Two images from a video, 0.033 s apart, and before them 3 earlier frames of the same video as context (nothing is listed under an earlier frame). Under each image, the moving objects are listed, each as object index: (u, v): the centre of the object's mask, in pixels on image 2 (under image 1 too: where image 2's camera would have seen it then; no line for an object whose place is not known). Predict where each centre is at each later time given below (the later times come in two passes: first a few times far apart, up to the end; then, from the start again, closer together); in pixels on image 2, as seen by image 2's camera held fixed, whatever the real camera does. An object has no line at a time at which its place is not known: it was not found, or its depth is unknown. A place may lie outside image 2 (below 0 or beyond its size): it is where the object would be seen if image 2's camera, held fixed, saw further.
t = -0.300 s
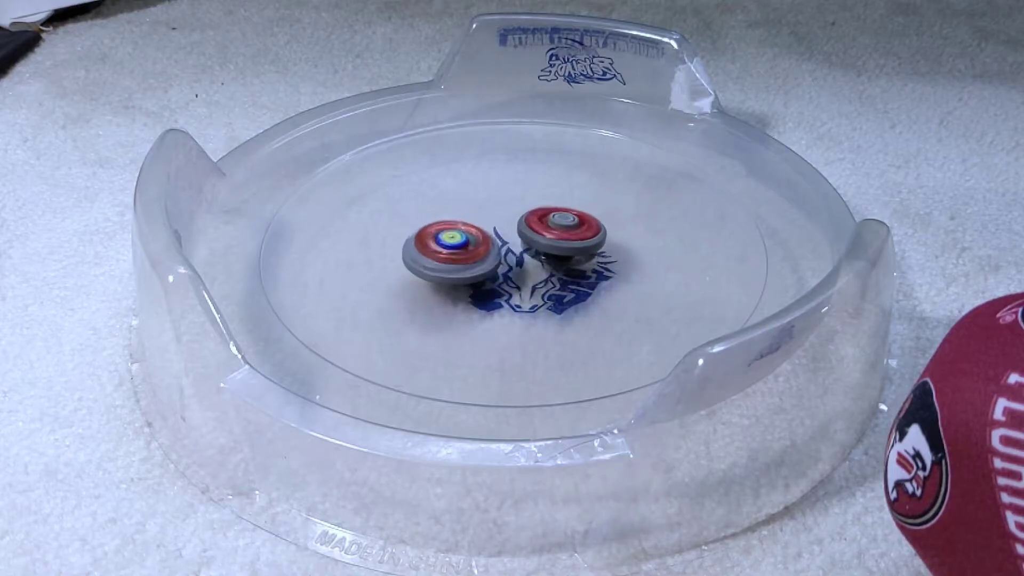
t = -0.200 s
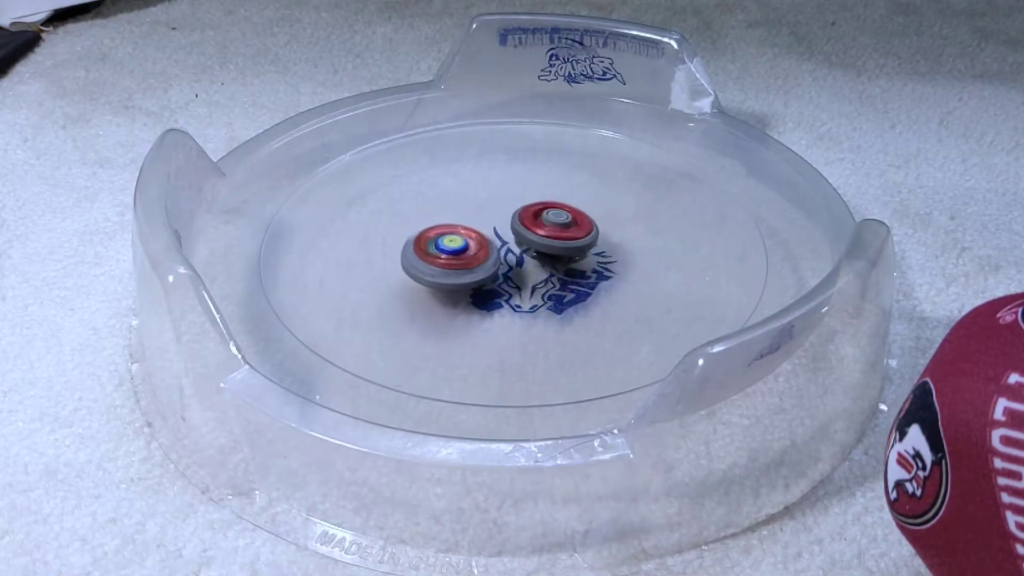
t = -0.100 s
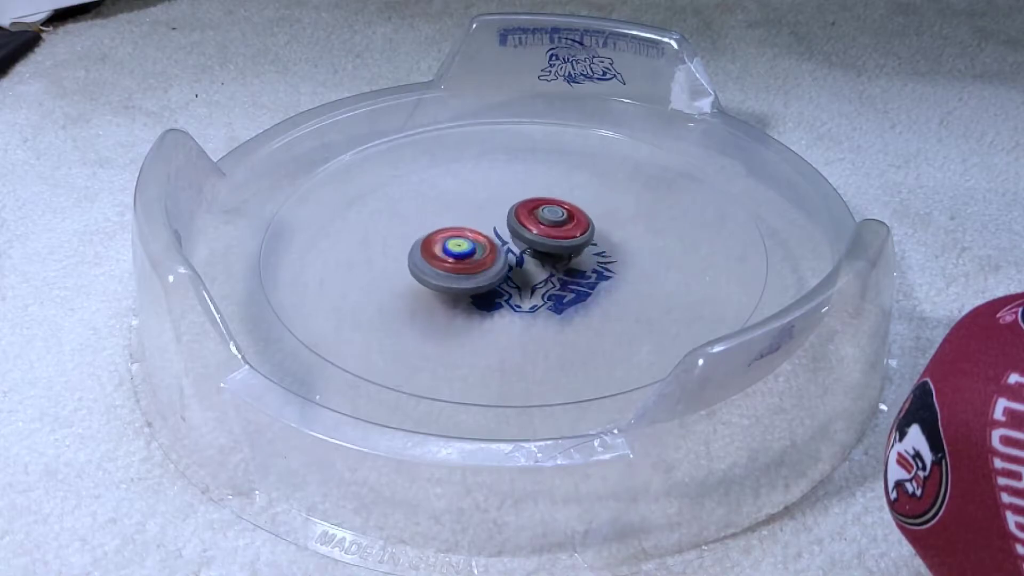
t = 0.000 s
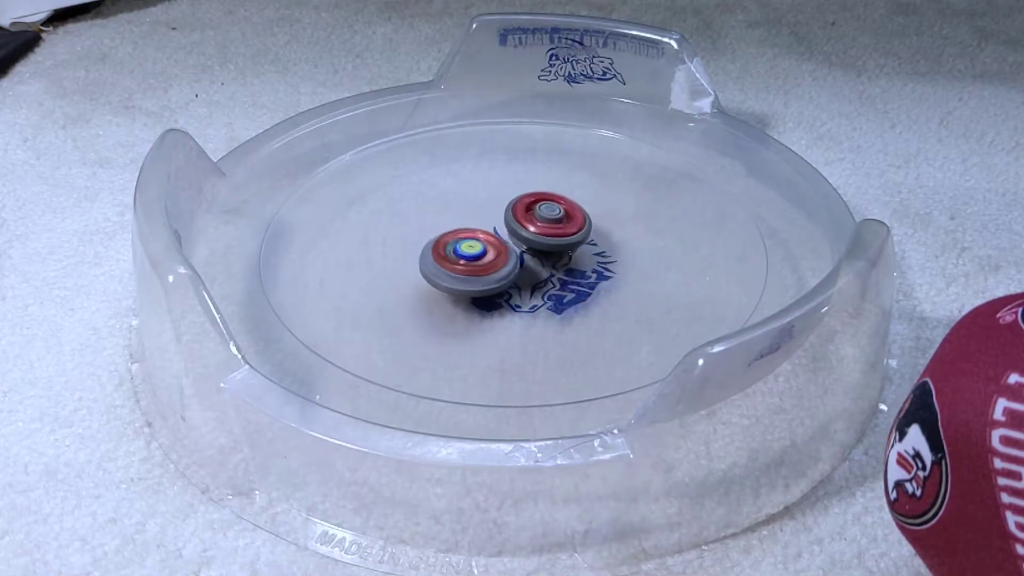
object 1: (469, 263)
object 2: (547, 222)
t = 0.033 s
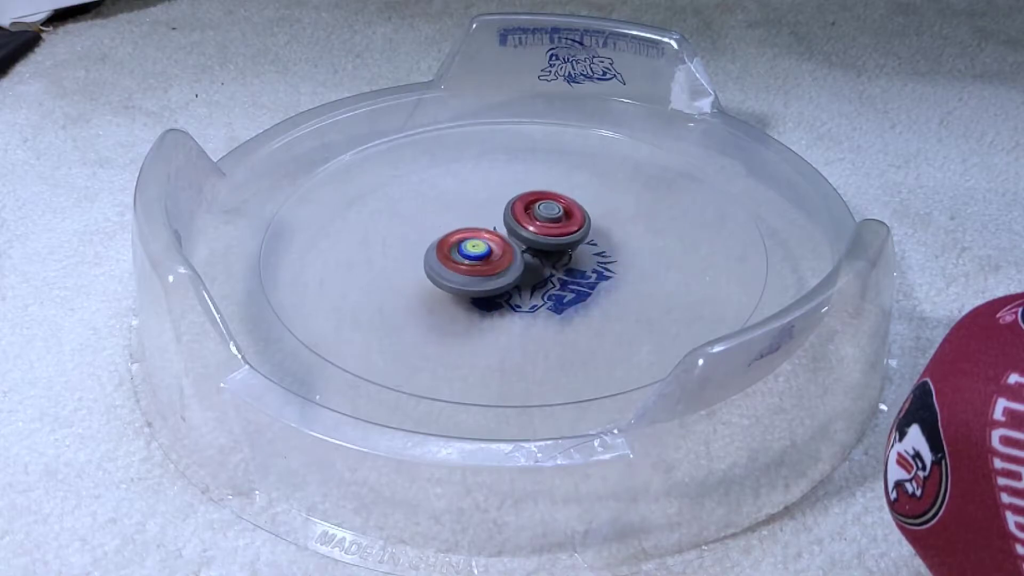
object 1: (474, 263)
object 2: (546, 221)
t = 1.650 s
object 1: (472, 252)
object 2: (535, 210)
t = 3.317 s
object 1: (528, 280)
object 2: (475, 224)
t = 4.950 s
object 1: (457, 215)
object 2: (476, 271)
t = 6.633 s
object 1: (463, 250)
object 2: (559, 237)
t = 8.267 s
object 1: (478, 234)
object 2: (551, 263)
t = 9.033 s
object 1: (486, 217)
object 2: (489, 275)
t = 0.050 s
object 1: (476, 262)
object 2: (546, 221)
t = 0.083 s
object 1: (477, 263)
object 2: (549, 218)
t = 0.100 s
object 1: (476, 264)
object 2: (551, 217)
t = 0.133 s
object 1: (480, 264)
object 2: (553, 216)
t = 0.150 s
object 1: (482, 264)
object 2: (554, 216)
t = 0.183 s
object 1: (486, 264)
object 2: (554, 214)
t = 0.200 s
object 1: (488, 264)
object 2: (554, 214)
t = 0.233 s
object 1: (493, 264)
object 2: (555, 214)
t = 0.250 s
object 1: (496, 263)
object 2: (555, 213)
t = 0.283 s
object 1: (499, 263)
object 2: (556, 213)
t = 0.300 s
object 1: (501, 263)
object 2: (557, 213)
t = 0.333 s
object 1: (502, 263)
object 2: (559, 211)
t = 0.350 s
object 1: (503, 263)
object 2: (561, 211)
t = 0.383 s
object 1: (506, 263)
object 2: (563, 210)
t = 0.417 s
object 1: (509, 263)
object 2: (563, 211)
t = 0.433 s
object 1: (511, 262)
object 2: (563, 212)
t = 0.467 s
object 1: (513, 263)
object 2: (566, 211)
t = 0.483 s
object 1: (514, 263)
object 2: (567, 210)
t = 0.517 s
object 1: (516, 263)
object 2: (568, 211)
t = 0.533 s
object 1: (517, 263)
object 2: (569, 211)
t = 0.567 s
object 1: (519, 263)
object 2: (570, 211)
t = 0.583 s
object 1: (519, 263)
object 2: (570, 210)
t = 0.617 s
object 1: (520, 263)
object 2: (571, 211)
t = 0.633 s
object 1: (521, 264)
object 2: (572, 211)
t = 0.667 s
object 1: (521, 264)
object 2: (573, 211)
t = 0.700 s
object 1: (522, 264)
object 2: (573, 212)
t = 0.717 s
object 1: (522, 264)
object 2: (574, 212)
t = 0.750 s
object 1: (523, 264)
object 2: (574, 212)
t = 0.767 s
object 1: (522, 264)
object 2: (575, 213)
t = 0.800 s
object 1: (520, 266)
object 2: (577, 212)
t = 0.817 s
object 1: (518, 266)
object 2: (578, 212)
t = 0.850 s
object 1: (517, 266)
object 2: (577, 213)
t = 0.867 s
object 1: (517, 266)
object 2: (577, 213)
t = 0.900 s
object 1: (516, 265)
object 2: (575, 214)
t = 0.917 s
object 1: (516, 265)
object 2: (575, 215)
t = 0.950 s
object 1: (515, 264)
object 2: (573, 215)
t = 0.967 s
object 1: (514, 264)
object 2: (571, 213)
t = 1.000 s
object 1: (512, 264)
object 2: (572, 213)
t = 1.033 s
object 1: (510, 264)
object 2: (572, 213)
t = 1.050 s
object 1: (508, 263)
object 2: (570, 213)
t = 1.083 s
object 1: (506, 263)
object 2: (567, 213)
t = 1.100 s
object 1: (505, 262)
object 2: (566, 213)
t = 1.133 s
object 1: (502, 261)
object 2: (564, 215)
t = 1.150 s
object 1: (502, 261)
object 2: (563, 214)
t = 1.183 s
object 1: (499, 260)
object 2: (560, 214)
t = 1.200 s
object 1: (499, 259)
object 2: (559, 214)
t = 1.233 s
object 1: (497, 259)
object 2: (557, 214)
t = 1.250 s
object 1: (495, 259)
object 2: (557, 214)
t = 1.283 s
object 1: (491, 259)
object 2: (556, 213)
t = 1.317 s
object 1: (489, 258)
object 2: (553, 213)
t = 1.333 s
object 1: (488, 258)
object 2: (552, 214)
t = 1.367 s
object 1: (486, 257)
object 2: (549, 213)
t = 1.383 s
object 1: (485, 257)
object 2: (548, 212)
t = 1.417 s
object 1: (484, 256)
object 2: (546, 212)
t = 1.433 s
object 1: (482, 255)
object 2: (545, 212)
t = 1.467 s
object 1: (481, 255)
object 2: (544, 212)
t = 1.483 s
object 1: (480, 254)
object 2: (543, 211)
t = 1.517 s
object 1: (477, 254)
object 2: (541, 211)
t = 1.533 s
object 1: (477, 253)
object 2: (540, 211)
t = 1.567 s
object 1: (476, 253)
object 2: (538, 210)
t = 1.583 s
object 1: (474, 253)
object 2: (538, 210)
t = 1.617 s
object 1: (473, 252)
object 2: (537, 209)
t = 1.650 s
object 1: (472, 252)
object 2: (535, 210)
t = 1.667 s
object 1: (472, 252)
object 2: (535, 210)
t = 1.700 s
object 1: (472, 251)
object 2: (534, 209)
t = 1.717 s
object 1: (471, 252)
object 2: (533, 208)
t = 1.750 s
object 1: (470, 252)
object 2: (534, 206)
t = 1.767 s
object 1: (470, 252)
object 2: (534, 205)
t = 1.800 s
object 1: (471, 251)
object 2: (534, 205)
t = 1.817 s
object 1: (471, 251)
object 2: (534, 205)
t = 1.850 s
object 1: (474, 251)
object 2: (534, 204)
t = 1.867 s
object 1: (474, 251)
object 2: (534, 204)
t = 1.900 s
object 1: (477, 250)
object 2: (535, 203)
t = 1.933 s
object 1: (478, 251)
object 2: (537, 202)
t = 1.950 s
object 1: (478, 251)
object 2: (539, 203)
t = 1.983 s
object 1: (481, 251)
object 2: (539, 203)
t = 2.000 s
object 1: (482, 251)
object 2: (540, 204)
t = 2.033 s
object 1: (484, 252)
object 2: (541, 204)
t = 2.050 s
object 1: (485, 252)
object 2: (541, 204)
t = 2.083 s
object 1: (486, 253)
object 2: (543, 204)
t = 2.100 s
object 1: (488, 254)
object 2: (543, 205)
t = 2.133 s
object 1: (487, 256)
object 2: (545, 205)
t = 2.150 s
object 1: (488, 257)
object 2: (546, 205)
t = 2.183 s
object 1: (490, 257)
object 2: (547, 206)
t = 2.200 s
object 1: (492, 258)
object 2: (547, 207)
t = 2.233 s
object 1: (494, 259)
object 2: (546, 207)
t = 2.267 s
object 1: (496, 261)
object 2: (548, 207)
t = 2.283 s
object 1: (497, 262)
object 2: (549, 209)
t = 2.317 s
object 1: (499, 262)
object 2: (547, 209)
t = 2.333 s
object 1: (500, 264)
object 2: (547, 209)
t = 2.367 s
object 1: (501, 265)
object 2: (548, 211)
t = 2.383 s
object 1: (503, 265)
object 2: (548, 212)
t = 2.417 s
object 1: (505, 266)
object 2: (545, 210)
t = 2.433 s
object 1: (506, 267)
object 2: (546, 211)
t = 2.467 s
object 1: (505, 270)
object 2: (547, 212)
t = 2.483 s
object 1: (497, 275)
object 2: (555, 202)
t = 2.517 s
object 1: (480, 289)
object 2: (569, 187)
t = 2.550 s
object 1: (463, 296)
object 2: (580, 177)
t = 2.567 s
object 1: (457, 299)
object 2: (584, 174)
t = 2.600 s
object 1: (447, 300)
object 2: (588, 170)
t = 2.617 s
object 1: (444, 301)
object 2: (589, 169)
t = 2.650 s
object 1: (443, 300)
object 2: (587, 169)
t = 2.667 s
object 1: (445, 300)
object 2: (585, 169)
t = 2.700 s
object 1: (448, 302)
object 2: (582, 170)
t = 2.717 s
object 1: (449, 303)
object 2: (581, 171)
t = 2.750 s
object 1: (453, 305)
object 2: (578, 172)
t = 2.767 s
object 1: (454, 305)
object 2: (577, 173)
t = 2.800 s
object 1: (459, 307)
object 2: (574, 174)
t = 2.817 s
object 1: (462, 305)
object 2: (573, 174)
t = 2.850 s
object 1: (467, 306)
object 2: (570, 175)
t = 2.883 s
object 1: (472, 306)
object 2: (567, 176)
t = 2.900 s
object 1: (474, 306)
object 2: (566, 176)
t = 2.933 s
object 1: (479, 305)
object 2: (564, 177)
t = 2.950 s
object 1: (482, 306)
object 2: (563, 178)
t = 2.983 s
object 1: (487, 304)
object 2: (560, 179)
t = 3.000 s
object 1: (489, 304)
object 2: (558, 179)
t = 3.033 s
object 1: (494, 301)
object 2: (552, 181)
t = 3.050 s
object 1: (497, 301)
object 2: (550, 183)
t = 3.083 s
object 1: (502, 299)
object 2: (544, 187)
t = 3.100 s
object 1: (504, 298)
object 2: (540, 190)
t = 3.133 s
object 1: (508, 295)
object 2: (532, 194)
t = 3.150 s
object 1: (510, 294)
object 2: (526, 197)
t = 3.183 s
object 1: (515, 291)
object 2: (516, 203)
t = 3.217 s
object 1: (518, 288)
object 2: (504, 208)
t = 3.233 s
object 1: (520, 287)
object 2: (499, 212)
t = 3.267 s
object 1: (523, 284)
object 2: (488, 218)
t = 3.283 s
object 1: (524, 283)
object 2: (483, 220)
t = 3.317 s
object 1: (528, 280)
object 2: (475, 224)
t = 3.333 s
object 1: (539, 277)
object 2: (470, 226)
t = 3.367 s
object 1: (545, 274)
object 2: (464, 229)
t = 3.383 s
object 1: (547, 272)
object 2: (460, 231)
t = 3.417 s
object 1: (552, 268)
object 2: (456, 233)
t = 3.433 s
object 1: (555, 266)
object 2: (453, 234)
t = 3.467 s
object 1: (560, 263)
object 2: (451, 236)
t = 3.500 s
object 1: (564, 259)
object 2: (449, 235)
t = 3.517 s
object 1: (567, 257)
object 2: (449, 235)
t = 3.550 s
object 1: (570, 253)
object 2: (448, 235)
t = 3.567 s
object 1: (573, 251)
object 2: (448, 236)
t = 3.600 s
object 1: (576, 247)
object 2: (448, 236)
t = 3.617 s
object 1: (579, 246)
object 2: (447, 237)
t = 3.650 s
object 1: (582, 242)
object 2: (447, 237)
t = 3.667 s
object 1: (584, 240)
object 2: (446, 236)
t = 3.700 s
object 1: (587, 237)
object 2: (447, 236)
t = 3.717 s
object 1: (588, 235)
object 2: (446, 238)
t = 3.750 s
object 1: (590, 232)
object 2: (447, 238)
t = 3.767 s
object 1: (591, 232)
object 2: (447, 237)
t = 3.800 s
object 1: (592, 230)
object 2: (448, 238)
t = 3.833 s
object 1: (594, 226)
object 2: (448, 238)
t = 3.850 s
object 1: (594, 225)
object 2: (449, 239)
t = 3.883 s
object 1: (595, 223)
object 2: (450, 239)
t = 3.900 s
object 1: (595, 221)
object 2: (450, 240)
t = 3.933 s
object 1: (595, 219)
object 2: (451, 240)
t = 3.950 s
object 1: (595, 219)
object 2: (452, 241)
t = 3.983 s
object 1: (593, 218)
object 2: (454, 241)
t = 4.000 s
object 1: (593, 217)
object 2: (456, 242)
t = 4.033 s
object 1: (590, 216)
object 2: (461, 244)
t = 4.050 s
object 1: (589, 215)
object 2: (463, 245)
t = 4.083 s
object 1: (585, 215)
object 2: (469, 247)
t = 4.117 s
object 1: (581, 216)
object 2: (475, 249)
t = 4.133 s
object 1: (578, 216)
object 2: (478, 251)
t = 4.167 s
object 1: (574, 216)
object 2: (484, 254)
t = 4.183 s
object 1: (571, 217)
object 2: (486, 255)
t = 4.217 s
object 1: (567, 217)
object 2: (492, 258)
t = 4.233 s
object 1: (565, 217)
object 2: (494, 259)
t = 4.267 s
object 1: (561, 218)
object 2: (498, 262)
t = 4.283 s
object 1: (559, 218)
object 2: (499, 263)
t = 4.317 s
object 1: (553, 219)
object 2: (501, 265)
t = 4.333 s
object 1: (551, 219)
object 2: (502, 265)
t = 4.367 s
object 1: (544, 221)
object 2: (502, 267)
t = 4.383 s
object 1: (541, 221)
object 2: (503, 268)
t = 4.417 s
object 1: (536, 223)
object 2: (500, 269)
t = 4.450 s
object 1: (530, 224)
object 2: (498, 271)
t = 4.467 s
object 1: (526, 225)
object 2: (497, 272)
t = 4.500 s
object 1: (520, 226)
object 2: (494, 273)
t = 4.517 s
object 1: (517, 227)
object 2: (493, 273)
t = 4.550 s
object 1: (510, 227)
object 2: (489, 274)
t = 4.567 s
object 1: (507, 228)
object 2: (487, 274)
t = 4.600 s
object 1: (501, 229)
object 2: (484, 274)
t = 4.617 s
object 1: (499, 229)
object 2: (482, 274)
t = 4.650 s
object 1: (492, 229)
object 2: (479, 274)
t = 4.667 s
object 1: (491, 229)
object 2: (478, 275)
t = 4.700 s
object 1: (487, 225)
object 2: (474, 278)
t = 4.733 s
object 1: (482, 223)
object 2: (474, 278)
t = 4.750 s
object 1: (480, 223)
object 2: (473, 278)
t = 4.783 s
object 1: (475, 222)
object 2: (474, 277)
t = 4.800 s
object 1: (473, 221)
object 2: (473, 277)
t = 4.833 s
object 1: (469, 220)
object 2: (475, 277)
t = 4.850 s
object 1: (467, 219)
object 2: (475, 277)
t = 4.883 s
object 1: (463, 218)
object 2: (475, 276)
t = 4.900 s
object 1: (461, 217)
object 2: (475, 276)
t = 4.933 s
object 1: (459, 215)
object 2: (475, 273)
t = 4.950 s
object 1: (457, 215)
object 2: (476, 271)
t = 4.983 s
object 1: (454, 213)
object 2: (477, 269)
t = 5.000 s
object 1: (452, 212)
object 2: (478, 265)
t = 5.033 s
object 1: (449, 210)
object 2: (481, 261)
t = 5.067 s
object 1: (446, 209)
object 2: (487, 259)
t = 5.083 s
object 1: (446, 209)
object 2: (490, 262)
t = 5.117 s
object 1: (446, 210)
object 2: (498, 262)
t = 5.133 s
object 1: (446, 212)
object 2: (500, 262)
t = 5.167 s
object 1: (447, 213)
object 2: (505, 262)
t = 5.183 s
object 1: (448, 216)
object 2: (507, 262)
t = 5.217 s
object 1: (450, 218)
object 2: (511, 262)
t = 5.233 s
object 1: (451, 219)
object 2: (513, 261)
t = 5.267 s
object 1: (454, 221)
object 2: (518, 261)
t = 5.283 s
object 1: (456, 222)
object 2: (521, 262)
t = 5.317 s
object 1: (458, 224)
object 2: (525, 262)
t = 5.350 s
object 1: (462, 226)
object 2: (528, 262)
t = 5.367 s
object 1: (462, 227)
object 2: (530, 262)
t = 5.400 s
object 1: (466, 229)
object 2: (531, 264)
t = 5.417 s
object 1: (466, 230)
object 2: (533, 265)
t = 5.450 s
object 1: (471, 229)
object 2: (542, 273)
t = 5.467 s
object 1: (473, 230)
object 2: (548, 276)
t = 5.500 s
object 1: (477, 226)
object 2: (562, 284)
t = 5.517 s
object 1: (480, 228)
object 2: (567, 287)
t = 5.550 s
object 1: (483, 230)
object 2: (577, 291)
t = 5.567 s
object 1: (484, 231)
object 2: (582, 294)
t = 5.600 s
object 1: (487, 233)
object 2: (589, 297)
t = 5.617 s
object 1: (487, 234)
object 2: (591, 298)
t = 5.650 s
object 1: (489, 237)
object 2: (591, 299)
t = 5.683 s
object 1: (492, 240)
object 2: (589, 296)
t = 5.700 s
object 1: (492, 242)
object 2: (588, 294)
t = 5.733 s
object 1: (494, 245)
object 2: (586, 292)
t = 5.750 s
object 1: (495, 247)
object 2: (585, 292)
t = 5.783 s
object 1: (496, 250)
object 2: (583, 289)
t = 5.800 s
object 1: (497, 252)
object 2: (583, 288)
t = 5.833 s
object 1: (497, 254)
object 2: (577, 287)
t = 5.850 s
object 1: (498, 256)
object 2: (575, 286)
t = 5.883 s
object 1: (496, 258)
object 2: (569, 285)
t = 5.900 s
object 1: (493, 257)
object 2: (567, 285)
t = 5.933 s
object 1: (490, 257)
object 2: (565, 284)
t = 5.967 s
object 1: (488, 257)
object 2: (566, 283)
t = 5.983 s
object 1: (485, 257)
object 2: (565, 283)
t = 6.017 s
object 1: (481, 259)
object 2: (564, 282)
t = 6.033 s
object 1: (480, 259)
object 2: (565, 280)
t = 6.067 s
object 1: (477, 260)
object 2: (564, 278)
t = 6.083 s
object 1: (476, 260)
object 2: (564, 277)
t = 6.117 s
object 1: (473, 260)
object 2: (563, 275)
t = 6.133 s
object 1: (471, 261)
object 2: (562, 274)
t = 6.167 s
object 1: (468, 260)
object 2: (563, 266)
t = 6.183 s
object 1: (467, 260)
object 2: (562, 264)
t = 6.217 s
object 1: (463, 260)
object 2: (562, 260)
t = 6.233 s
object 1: (463, 260)
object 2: (562, 257)
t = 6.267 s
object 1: (460, 260)
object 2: (562, 253)
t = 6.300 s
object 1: (459, 259)
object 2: (562, 248)
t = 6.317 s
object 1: (458, 259)
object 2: (562, 246)
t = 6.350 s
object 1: (457, 258)
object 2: (563, 244)
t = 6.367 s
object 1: (456, 258)
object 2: (564, 242)
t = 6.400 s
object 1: (455, 256)
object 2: (564, 240)
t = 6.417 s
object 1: (455, 256)
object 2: (565, 240)
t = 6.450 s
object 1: (455, 255)
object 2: (565, 239)
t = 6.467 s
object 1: (456, 255)
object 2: (565, 238)
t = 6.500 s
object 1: (456, 254)
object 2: (565, 239)
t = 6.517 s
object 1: (457, 253)
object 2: (564, 239)
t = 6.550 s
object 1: (459, 252)
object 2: (562, 239)
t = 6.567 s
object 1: (460, 252)
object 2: (560, 239)
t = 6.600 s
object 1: (463, 251)
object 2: (558, 237)
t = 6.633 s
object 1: (463, 250)
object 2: (559, 237)
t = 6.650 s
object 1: (464, 250)
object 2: (560, 236)
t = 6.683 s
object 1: (467, 249)
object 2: (561, 237)
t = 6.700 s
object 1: (468, 248)
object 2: (562, 237)
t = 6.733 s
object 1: (466, 247)
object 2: (568, 238)
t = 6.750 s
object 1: (466, 246)
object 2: (570, 239)
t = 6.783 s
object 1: (469, 246)
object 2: (568, 241)
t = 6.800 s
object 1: (470, 246)
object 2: (565, 241)
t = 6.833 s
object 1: (470, 245)
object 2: (565, 240)
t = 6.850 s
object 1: (472, 244)
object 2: (566, 240)
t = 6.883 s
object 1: (475, 243)
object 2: (568, 239)
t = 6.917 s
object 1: (474, 243)
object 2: (572, 240)
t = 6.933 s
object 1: (474, 242)
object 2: (573, 240)
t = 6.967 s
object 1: (476, 242)
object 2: (572, 243)
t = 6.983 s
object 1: (476, 242)
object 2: (569, 242)
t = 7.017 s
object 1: (470, 240)
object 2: (574, 246)
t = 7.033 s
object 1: (469, 239)
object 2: (573, 243)
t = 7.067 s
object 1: (469, 239)
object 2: (571, 244)
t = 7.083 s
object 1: (470, 238)
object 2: (569, 243)
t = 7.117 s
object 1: (470, 239)
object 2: (567, 241)
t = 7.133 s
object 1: (470, 238)
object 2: (565, 241)
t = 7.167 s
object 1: (471, 239)
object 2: (564, 241)
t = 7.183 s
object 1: (471, 238)
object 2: (564, 241)
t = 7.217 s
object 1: (472, 239)
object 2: (563, 240)
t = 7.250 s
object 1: (470, 238)
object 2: (565, 241)
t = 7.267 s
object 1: (468, 237)
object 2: (568, 240)
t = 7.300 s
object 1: (468, 236)
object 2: (572, 243)
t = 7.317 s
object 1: (468, 235)
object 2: (572, 244)
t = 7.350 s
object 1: (472, 236)
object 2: (570, 246)
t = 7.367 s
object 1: (473, 237)
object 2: (568, 246)
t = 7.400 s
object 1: (474, 237)
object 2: (563, 245)
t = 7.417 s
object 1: (473, 236)
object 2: (564, 245)
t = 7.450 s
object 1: (474, 234)
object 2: (570, 247)
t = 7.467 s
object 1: (475, 233)
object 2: (572, 247)
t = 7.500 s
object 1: (478, 233)
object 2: (574, 248)
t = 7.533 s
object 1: (481, 234)
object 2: (571, 249)
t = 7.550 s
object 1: (483, 235)
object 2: (569, 249)
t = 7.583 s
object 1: (484, 235)
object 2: (569, 250)
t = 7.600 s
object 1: (484, 235)
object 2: (568, 251)
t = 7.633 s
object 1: (484, 235)
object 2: (569, 254)
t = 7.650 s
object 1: (484, 234)
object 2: (571, 256)
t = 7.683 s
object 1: (485, 234)
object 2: (572, 259)
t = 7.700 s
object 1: (485, 235)
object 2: (570, 259)
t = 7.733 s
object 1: (485, 237)
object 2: (565, 261)
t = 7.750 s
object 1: (485, 237)
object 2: (562, 261)
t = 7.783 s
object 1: (484, 237)
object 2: (557, 264)
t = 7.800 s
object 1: (485, 237)
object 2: (557, 265)
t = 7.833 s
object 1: (485, 237)
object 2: (554, 265)
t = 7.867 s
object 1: (482, 236)
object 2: (551, 267)
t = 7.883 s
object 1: (482, 236)
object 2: (550, 268)
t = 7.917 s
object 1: (482, 236)
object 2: (547, 267)
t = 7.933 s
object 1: (481, 235)
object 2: (547, 267)
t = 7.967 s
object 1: (480, 235)
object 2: (550, 267)
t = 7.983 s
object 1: (480, 234)
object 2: (550, 268)
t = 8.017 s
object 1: (479, 235)
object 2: (551, 268)
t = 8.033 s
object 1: (479, 235)
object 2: (550, 267)
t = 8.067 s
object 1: (479, 235)
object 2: (550, 266)
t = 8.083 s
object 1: (478, 235)
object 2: (549, 264)
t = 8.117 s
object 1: (477, 235)
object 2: (548, 264)
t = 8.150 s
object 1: (476, 234)
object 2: (550, 263)
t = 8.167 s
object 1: (476, 233)
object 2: (550, 263)
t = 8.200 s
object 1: (476, 233)
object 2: (550, 263)
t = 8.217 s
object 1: (477, 234)
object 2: (550, 263)
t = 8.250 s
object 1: (478, 234)
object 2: (551, 263)
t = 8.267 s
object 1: (478, 234)
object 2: (551, 263)
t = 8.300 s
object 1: (479, 234)
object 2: (550, 263)
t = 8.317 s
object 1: (480, 234)
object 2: (550, 263)
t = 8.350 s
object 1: (484, 235)
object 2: (552, 265)
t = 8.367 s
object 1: (485, 235)
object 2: (553, 267)
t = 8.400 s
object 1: (488, 236)
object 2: (556, 267)
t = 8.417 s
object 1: (489, 236)
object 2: (556, 267)
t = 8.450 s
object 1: (490, 238)
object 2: (556, 268)
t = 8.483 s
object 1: (491, 237)
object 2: (556, 270)
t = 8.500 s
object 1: (493, 237)
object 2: (557, 271)
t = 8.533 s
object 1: (494, 238)
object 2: (556, 272)
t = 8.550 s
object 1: (494, 239)
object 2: (554, 272)
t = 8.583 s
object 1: (494, 239)
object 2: (550, 274)
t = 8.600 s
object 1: (495, 239)
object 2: (550, 274)
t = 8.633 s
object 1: (494, 237)
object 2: (549, 277)
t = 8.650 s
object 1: (493, 236)
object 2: (549, 279)
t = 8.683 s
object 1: (492, 234)
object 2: (545, 283)
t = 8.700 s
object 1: (492, 234)
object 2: (543, 282)
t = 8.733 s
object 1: (490, 234)
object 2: (536, 280)
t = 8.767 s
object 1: (488, 232)
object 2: (531, 279)
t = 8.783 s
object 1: (487, 231)
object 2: (527, 278)
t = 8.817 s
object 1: (486, 230)
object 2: (523, 276)
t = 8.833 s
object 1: (486, 229)
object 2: (519, 275)
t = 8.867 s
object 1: (488, 225)
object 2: (512, 280)
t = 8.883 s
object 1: (488, 223)
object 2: (509, 280)
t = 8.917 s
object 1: (487, 218)
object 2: (502, 281)
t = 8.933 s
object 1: (488, 217)
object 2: (499, 281)
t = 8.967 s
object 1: (489, 216)
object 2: (494, 276)
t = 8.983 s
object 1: (489, 217)
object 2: (494, 275)
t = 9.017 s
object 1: (486, 217)
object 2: (490, 274)
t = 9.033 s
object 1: (486, 217)
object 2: (489, 275)
